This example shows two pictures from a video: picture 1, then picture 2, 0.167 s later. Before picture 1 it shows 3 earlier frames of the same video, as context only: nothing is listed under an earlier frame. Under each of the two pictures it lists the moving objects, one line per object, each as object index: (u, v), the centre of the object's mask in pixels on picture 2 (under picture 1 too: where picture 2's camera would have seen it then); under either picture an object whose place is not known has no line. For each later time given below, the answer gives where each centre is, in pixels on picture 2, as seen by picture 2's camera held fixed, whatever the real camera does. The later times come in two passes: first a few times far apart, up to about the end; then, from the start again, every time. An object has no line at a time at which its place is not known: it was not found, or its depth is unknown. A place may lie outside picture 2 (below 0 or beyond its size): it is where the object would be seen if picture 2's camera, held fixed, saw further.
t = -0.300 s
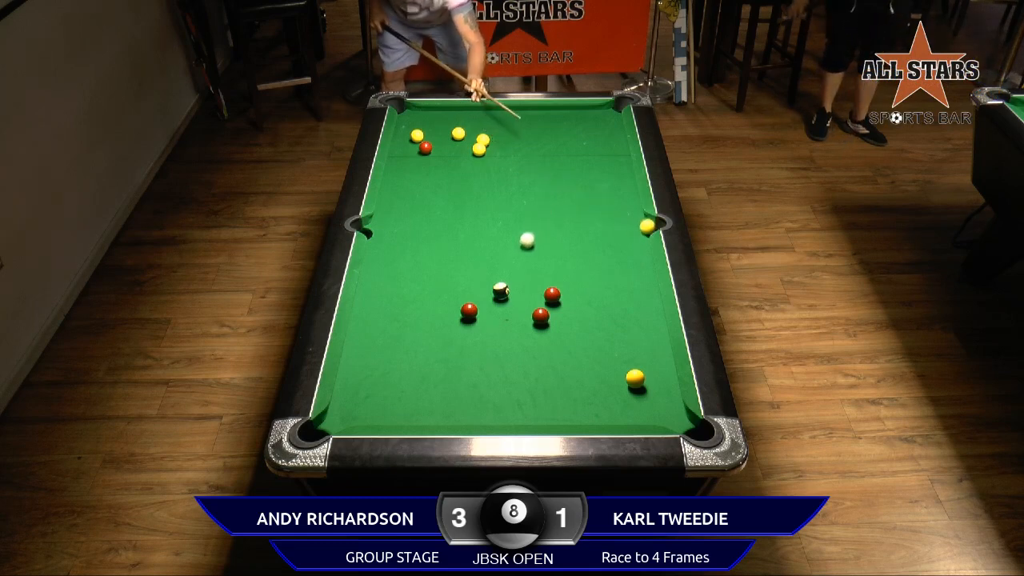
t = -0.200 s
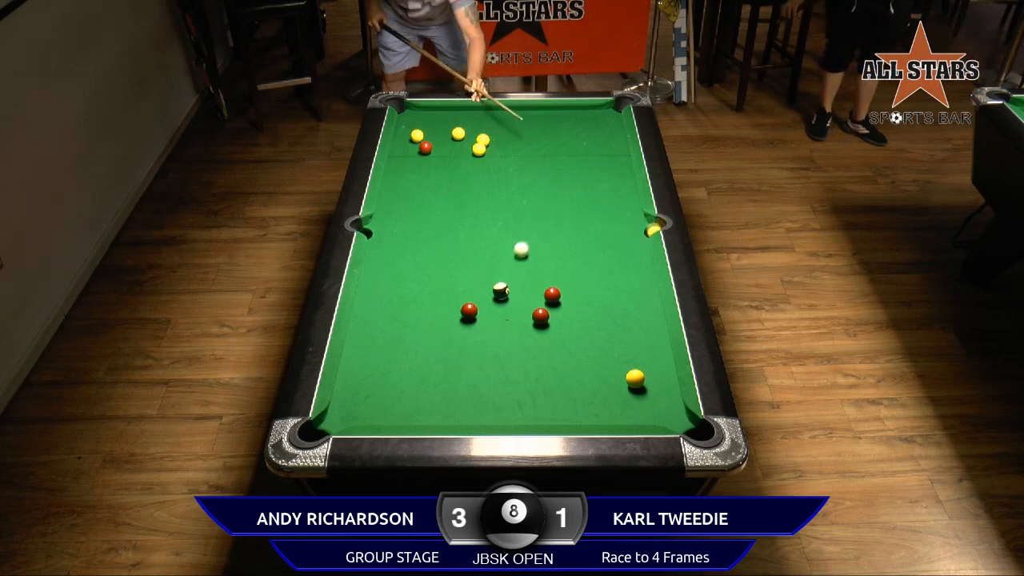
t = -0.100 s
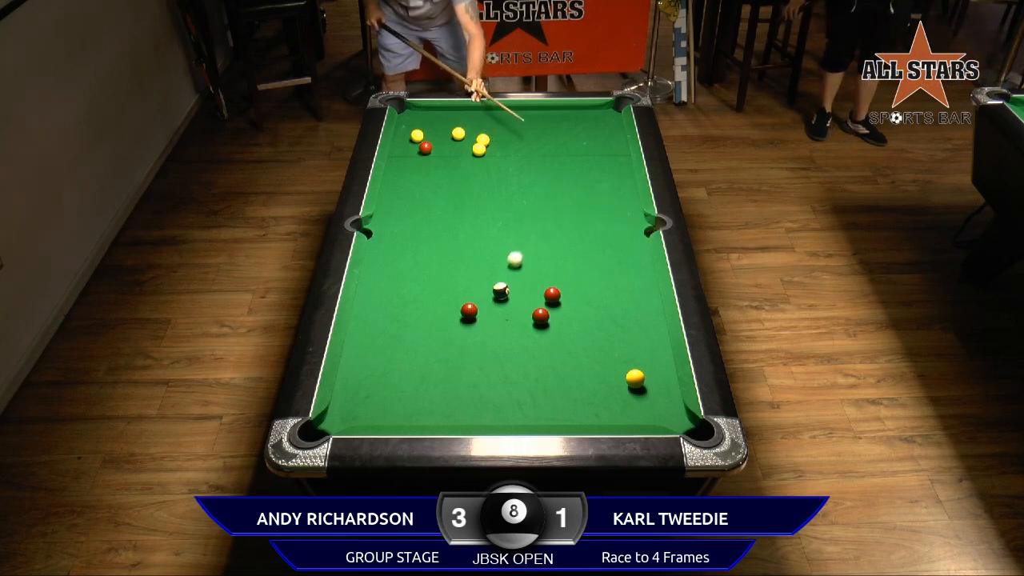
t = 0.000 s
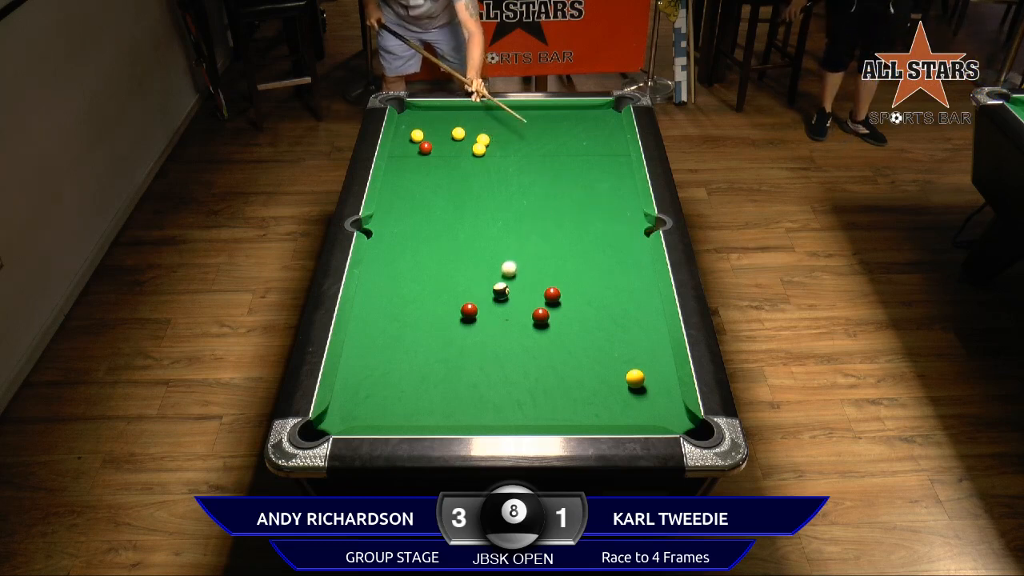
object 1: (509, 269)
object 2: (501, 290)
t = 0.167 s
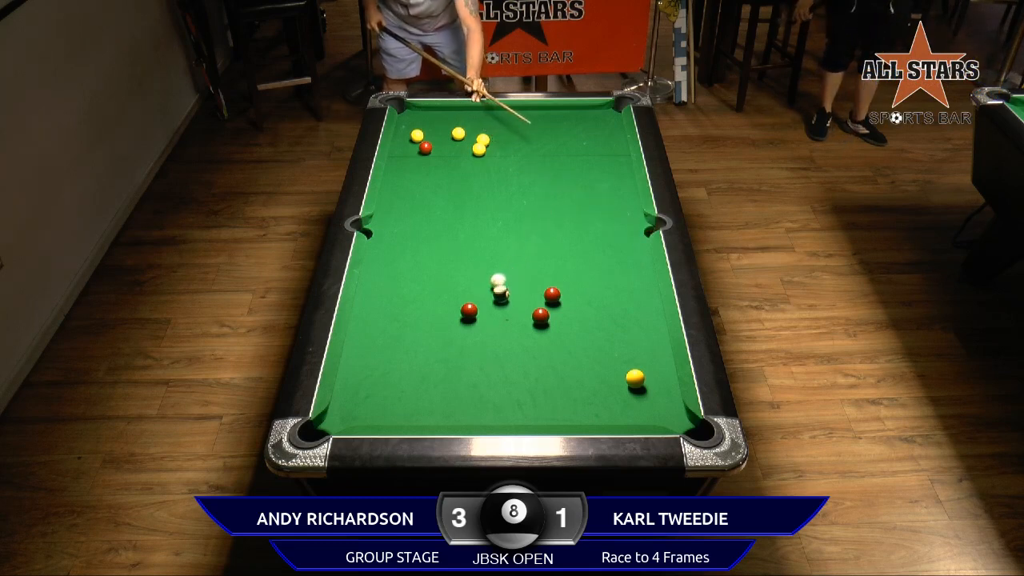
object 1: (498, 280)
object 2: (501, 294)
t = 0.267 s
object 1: (491, 283)
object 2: (501, 300)
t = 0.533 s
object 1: (475, 286)
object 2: (502, 313)
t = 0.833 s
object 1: (459, 289)
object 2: (502, 329)
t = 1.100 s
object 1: (447, 292)
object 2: (501, 341)
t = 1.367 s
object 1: (436, 294)
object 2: (501, 353)
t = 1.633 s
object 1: (428, 296)
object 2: (501, 363)
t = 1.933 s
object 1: (420, 298)
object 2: (500, 373)
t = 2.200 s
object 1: (416, 299)
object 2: (500, 381)
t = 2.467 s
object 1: (414, 300)
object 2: (500, 388)
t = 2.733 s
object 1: (413, 300)
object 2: (499, 393)
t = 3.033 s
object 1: (413, 300)
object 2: (499, 398)
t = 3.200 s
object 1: (413, 300)
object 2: (498, 399)
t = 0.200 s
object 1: (496, 281)
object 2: (501, 296)
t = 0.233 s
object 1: (494, 282)
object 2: (501, 298)
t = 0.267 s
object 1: (491, 283)
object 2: (501, 300)
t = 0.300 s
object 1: (489, 283)
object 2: (501, 301)
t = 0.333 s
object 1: (487, 283)
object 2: (501, 303)
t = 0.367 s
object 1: (485, 284)
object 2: (501, 305)
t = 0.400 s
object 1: (484, 284)
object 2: (501, 307)
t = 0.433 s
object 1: (481, 285)
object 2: (501, 308)
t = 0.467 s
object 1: (479, 285)
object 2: (501, 310)
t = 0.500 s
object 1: (477, 285)
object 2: (501, 312)
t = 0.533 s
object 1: (475, 286)
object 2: (502, 313)
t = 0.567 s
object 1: (474, 286)
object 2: (502, 315)
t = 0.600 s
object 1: (472, 286)
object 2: (502, 317)
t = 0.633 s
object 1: (470, 287)
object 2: (502, 319)
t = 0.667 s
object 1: (468, 287)
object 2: (502, 320)
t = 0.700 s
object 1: (466, 288)
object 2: (502, 322)
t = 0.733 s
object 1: (464, 288)
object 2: (502, 324)
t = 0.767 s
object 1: (463, 288)
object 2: (502, 325)
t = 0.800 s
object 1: (461, 289)
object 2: (502, 327)
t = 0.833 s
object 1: (459, 289)
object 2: (502, 329)
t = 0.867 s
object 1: (458, 289)
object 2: (502, 330)
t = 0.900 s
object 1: (456, 290)
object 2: (502, 331)
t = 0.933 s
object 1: (455, 290)
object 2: (502, 333)
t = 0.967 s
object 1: (453, 290)
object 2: (502, 335)
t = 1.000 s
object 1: (452, 291)
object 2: (502, 337)
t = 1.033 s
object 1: (450, 291)
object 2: (502, 338)
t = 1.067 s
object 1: (448, 291)
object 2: (501, 340)
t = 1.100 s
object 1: (447, 292)
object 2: (501, 341)
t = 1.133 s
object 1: (445, 292)
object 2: (502, 343)
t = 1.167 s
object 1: (444, 292)
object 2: (502, 344)
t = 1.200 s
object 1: (443, 293)
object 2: (501, 346)
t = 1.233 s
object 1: (441, 293)
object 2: (501, 347)
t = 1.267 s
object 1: (440, 293)
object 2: (502, 348)
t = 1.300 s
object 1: (439, 293)
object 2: (502, 349)
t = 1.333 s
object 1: (437, 294)
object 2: (502, 351)
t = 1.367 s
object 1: (436, 294)
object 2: (501, 353)
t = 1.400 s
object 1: (435, 294)
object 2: (501, 354)
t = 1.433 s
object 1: (434, 294)
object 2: (501, 355)
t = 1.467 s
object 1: (433, 295)
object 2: (501, 357)
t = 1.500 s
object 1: (432, 295)
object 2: (501, 358)
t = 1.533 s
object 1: (431, 295)
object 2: (501, 360)
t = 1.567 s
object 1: (430, 295)
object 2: (501, 361)
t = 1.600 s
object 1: (429, 295)
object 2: (501, 362)
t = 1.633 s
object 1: (428, 296)
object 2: (501, 363)
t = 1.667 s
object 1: (427, 296)
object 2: (501, 364)
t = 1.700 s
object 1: (426, 296)
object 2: (501, 365)
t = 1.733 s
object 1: (425, 297)
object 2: (501, 366)
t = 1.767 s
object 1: (424, 297)
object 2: (500, 367)
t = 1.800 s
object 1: (423, 297)
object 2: (500, 369)
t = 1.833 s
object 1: (422, 297)
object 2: (500, 370)
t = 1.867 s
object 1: (422, 297)
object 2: (500, 371)
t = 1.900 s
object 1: (421, 298)
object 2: (500, 372)
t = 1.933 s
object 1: (420, 298)
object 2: (500, 373)
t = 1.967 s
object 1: (420, 298)
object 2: (500, 374)
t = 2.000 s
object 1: (419, 298)
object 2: (500, 376)
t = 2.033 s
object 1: (419, 298)
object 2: (500, 376)
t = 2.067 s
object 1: (418, 298)
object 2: (500, 378)
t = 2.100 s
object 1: (418, 299)
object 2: (500, 379)
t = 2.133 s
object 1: (417, 299)
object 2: (500, 380)
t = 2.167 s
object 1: (417, 299)
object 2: (500, 380)
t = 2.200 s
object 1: (416, 299)
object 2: (500, 381)
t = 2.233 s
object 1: (416, 299)
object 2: (500, 382)
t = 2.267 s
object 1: (416, 299)
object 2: (500, 383)
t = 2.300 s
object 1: (415, 299)
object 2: (500, 384)
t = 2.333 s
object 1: (415, 299)
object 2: (500, 384)
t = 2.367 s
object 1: (415, 300)
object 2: (500, 385)
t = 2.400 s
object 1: (414, 300)
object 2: (500, 386)
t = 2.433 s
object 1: (414, 300)
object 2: (500, 387)
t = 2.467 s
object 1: (414, 300)
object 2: (500, 388)
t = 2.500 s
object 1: (414, 300)
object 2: (500, 388)
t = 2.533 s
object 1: (414, 300)
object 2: (500, 389)
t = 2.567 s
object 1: (414, 300)
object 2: (500, 389)
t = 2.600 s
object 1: (413, 300)
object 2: (500, 390)
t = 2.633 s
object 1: (413, 300)
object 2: (500, 391)
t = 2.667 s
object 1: (413, 300)
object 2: (499, 392)
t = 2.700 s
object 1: (413, 300)
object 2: (499, 392)
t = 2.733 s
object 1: (413, 300)
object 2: (499, 393)
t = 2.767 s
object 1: (413, 300)
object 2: (499, 393)
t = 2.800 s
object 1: (413, 300)
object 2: (499, 394)
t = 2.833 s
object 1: (413, 300)
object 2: (499, 395)
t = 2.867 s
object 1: (413, 300)
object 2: (499, 395)
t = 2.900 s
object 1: (413, 300)
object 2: (499, 396)
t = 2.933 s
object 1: (413, 300)
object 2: (499, 396)
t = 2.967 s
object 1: (413, 300)
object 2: (499, 397)
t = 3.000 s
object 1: (413, 300)
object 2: (499, 397)
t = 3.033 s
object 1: (413, 300)
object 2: (499, 398)
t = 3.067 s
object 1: (413, 300)
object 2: (498, 398)
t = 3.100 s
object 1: (413, 300)
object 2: (498, 398)
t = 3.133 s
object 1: (413, 300)
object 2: (498, 399)
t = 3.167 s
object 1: (413, 300)
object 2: (498, 399)
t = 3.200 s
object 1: (413, 300)
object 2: (498, 399)
